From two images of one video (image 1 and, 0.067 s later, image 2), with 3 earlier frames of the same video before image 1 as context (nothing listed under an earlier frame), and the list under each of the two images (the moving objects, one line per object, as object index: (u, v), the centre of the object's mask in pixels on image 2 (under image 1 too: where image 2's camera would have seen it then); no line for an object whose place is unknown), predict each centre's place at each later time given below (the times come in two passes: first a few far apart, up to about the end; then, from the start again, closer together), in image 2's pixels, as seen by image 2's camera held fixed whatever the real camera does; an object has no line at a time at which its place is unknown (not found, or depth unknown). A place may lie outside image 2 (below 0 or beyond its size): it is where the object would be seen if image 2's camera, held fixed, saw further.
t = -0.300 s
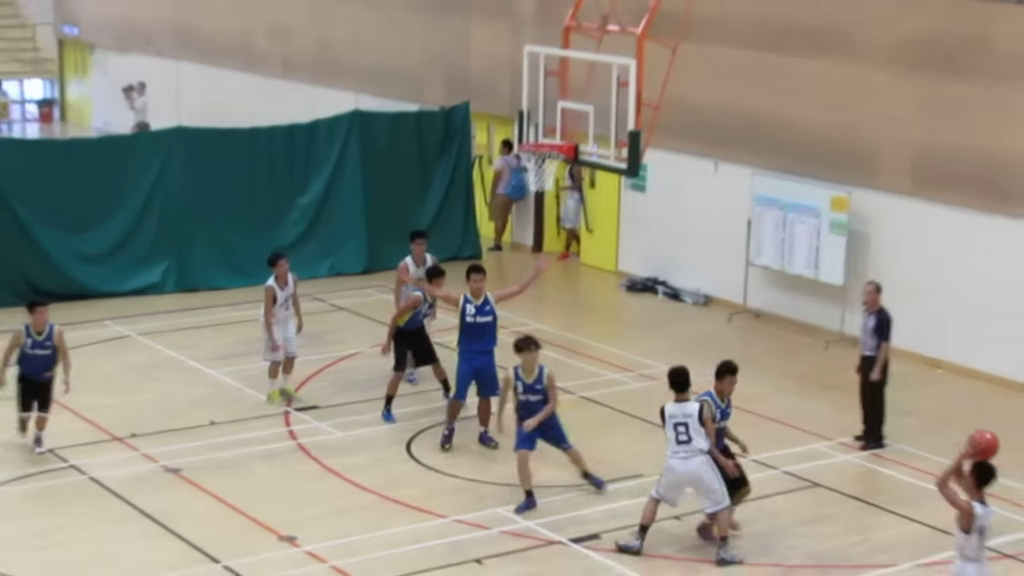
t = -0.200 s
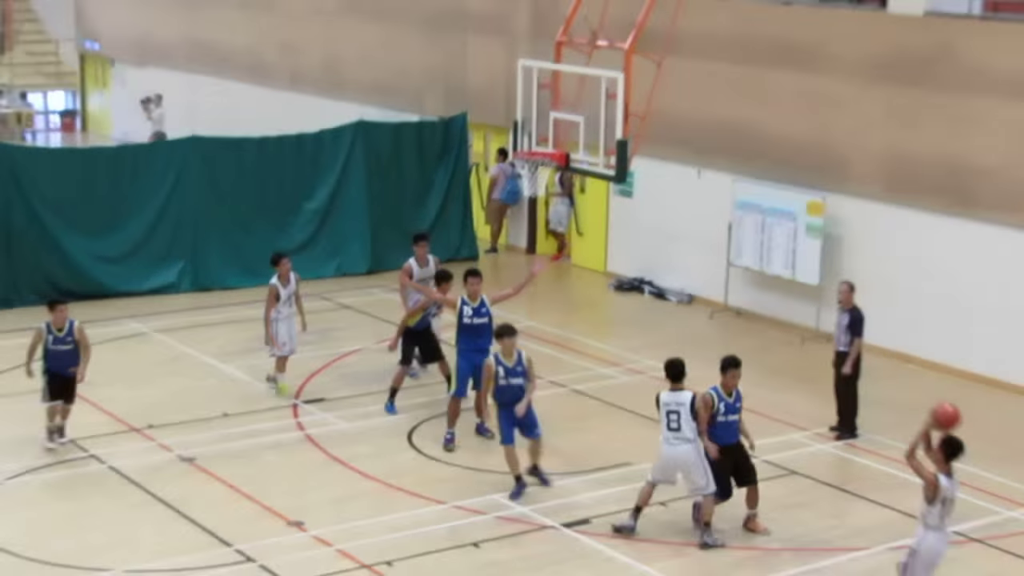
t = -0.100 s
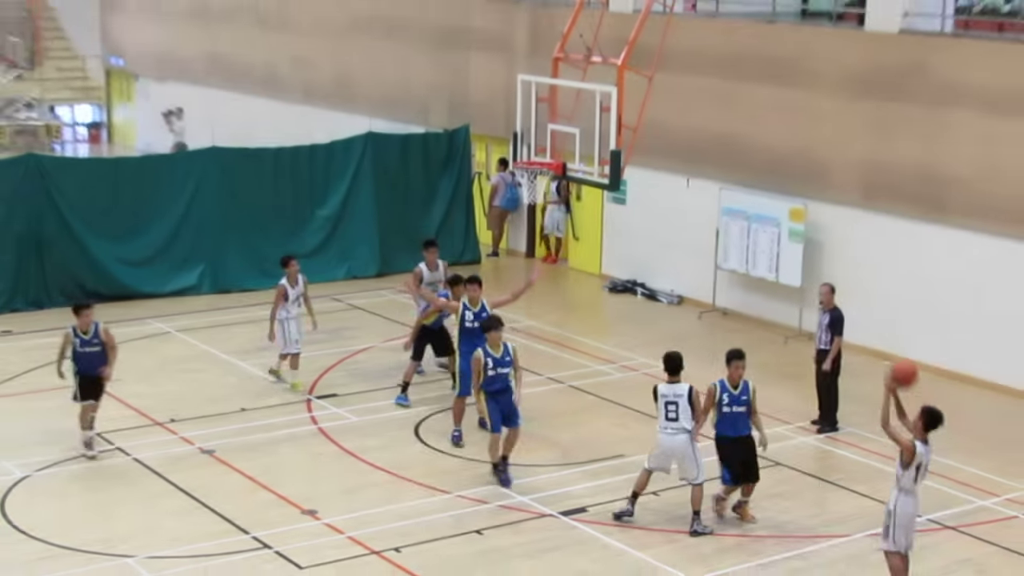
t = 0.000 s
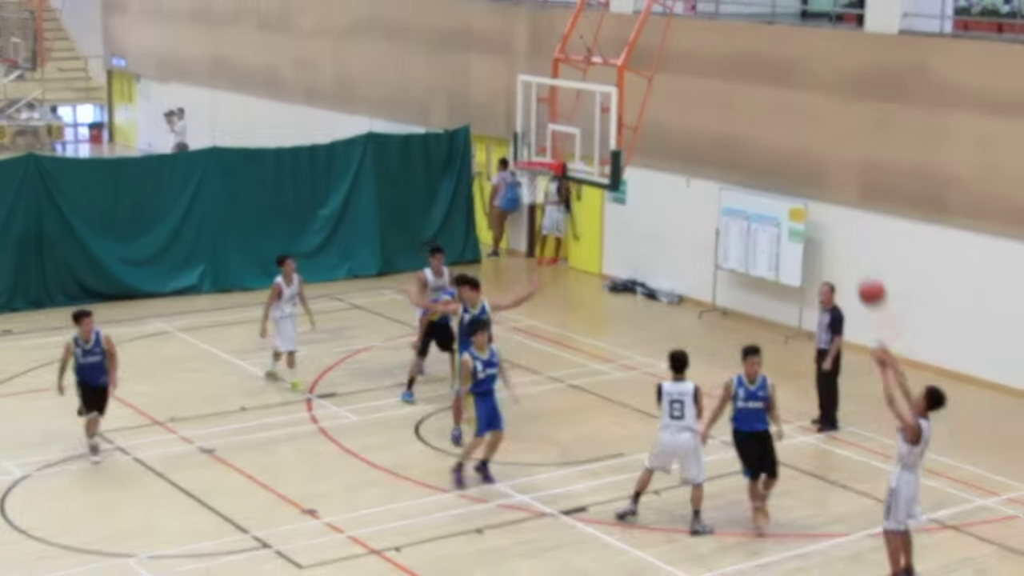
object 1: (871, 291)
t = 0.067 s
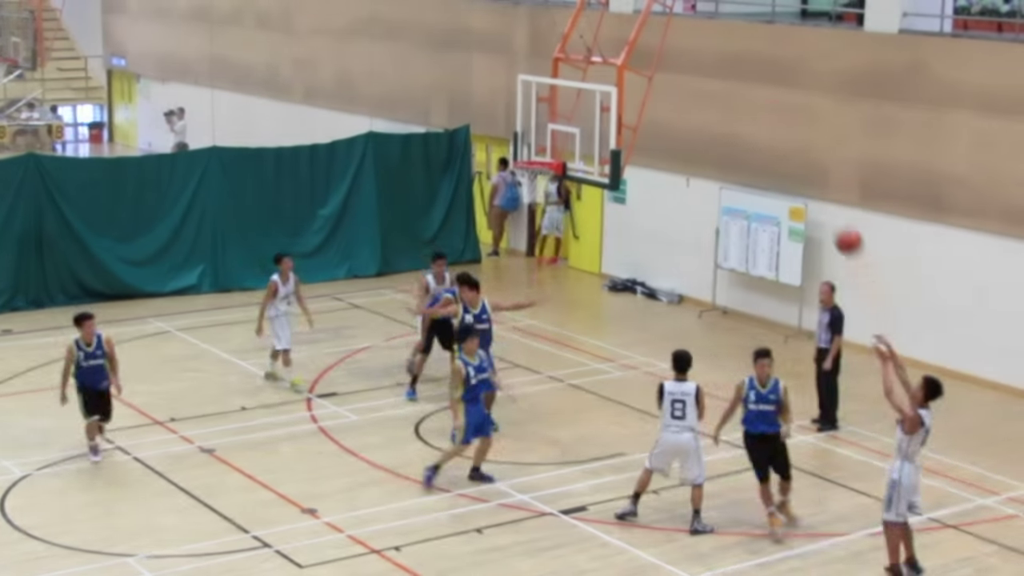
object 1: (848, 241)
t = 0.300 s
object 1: (770, 113)
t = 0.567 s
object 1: (689, 50)
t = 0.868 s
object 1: (607, 69)
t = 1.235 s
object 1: (529, 184)
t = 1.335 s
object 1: (519, 224)
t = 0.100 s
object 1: (836, 218)
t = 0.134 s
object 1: (825, 196)
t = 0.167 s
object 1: (813, 177)
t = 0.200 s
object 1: (802, 159)
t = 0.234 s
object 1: (792, 142)
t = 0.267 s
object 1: (781, 126)
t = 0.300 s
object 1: (770, 113)
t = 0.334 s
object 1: (759, 100)
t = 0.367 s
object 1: (749, 89)
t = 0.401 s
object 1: (739, 79)
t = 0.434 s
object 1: (728, 70)
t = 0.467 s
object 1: (719, 64)
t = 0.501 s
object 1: (709, 58)
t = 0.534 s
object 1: (699, 53)
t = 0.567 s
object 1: (689, 50)
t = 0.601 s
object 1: (680, 48)
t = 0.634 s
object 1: (670, 47)
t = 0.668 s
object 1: (661, 47)
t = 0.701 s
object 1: (651, 48)
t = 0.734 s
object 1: (643, 50)
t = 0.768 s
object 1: (635, 52)
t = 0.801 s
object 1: (625, 56)
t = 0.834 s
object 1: (616, 61)
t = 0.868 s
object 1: (607, 69)
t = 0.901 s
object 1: (599, 74)
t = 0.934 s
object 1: (591, 82)
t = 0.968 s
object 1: (583, 92)
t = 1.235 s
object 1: (529, 184)
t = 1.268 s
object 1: (526, 199)
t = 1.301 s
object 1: (522, 210)
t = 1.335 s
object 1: (519, 224)
